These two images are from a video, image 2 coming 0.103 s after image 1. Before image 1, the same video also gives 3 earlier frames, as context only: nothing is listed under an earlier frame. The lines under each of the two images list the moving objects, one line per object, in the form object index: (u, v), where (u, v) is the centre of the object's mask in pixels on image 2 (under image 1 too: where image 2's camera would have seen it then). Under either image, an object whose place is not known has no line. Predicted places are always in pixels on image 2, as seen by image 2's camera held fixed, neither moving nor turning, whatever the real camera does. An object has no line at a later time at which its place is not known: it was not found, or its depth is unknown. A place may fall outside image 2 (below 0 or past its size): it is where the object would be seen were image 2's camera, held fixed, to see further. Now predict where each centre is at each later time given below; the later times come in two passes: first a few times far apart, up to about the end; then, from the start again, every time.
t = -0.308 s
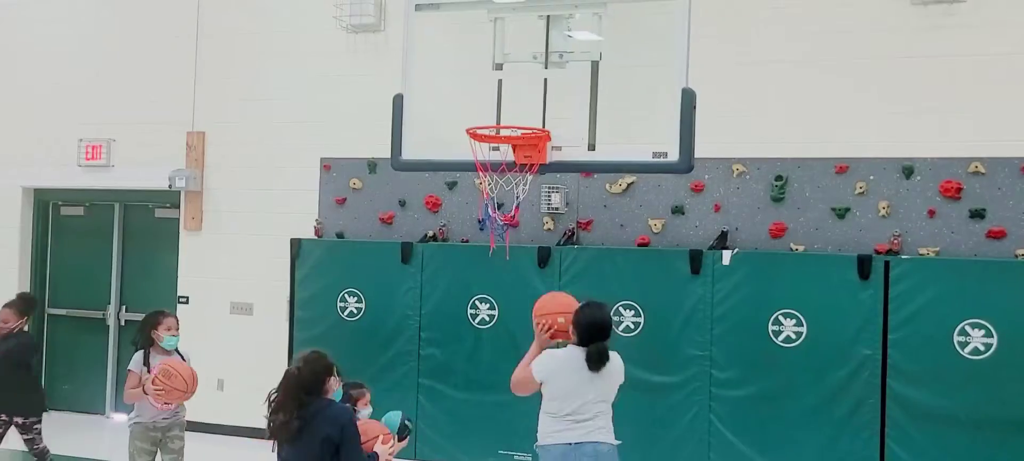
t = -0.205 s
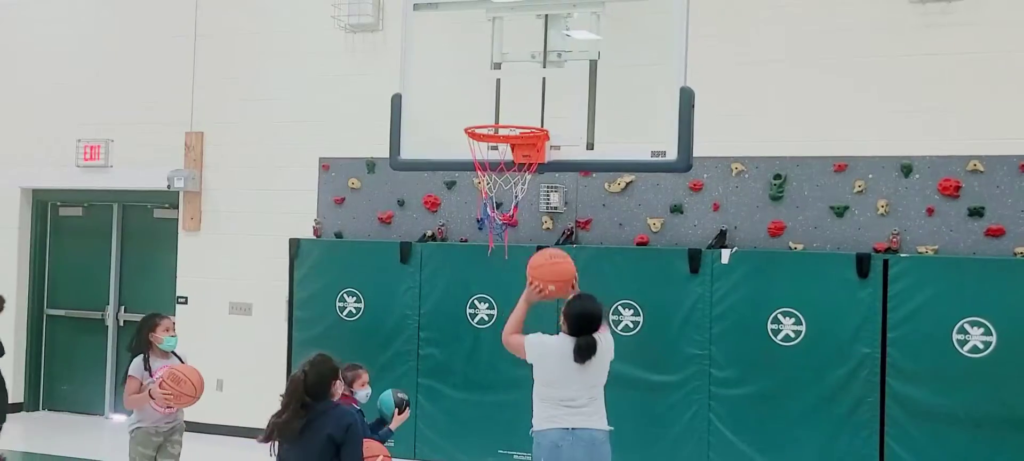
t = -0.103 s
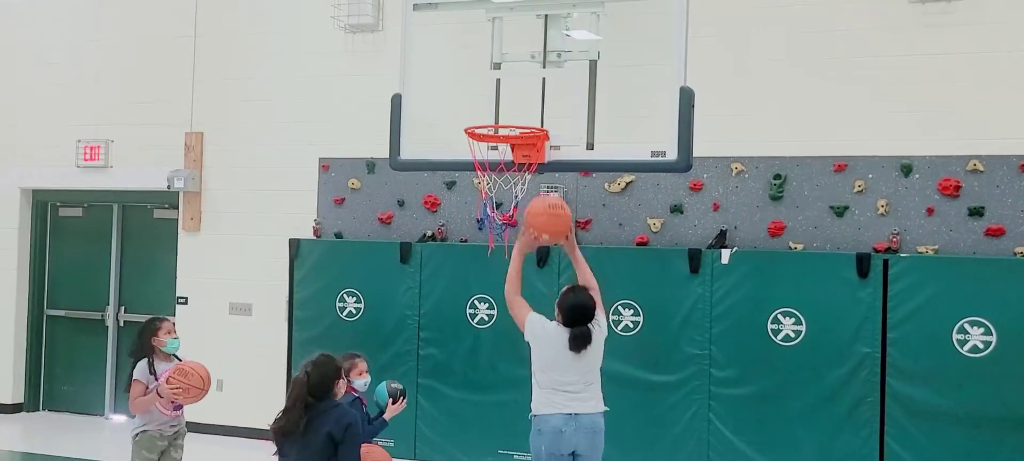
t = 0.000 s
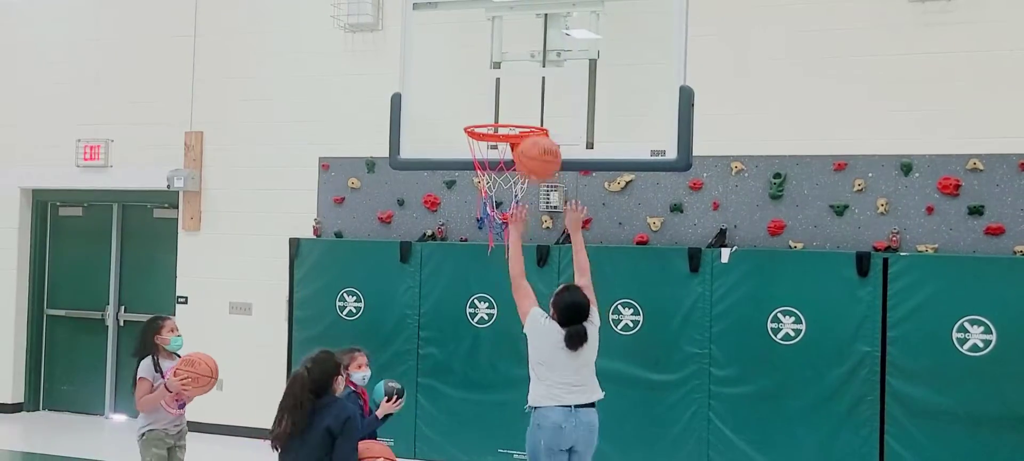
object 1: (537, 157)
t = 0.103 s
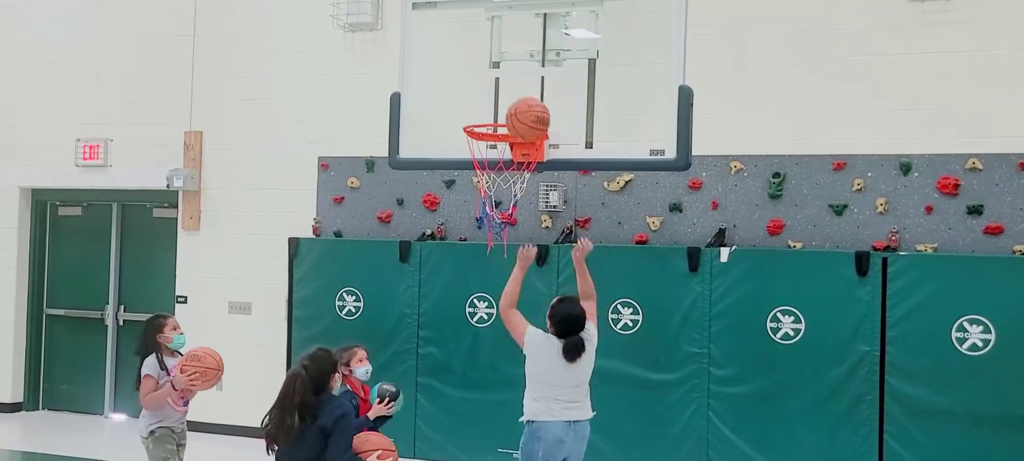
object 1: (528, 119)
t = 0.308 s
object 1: (511, 95)
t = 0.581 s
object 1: (509, 114)
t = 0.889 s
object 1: (501, 136)
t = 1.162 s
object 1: (524, 197)
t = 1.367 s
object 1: (511, 228)
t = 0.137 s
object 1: (524, 111)
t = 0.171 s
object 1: (521, 105)
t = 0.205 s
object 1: (518, 99)
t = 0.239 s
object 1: (516, 96)
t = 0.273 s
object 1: (514, 94)
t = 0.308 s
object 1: (511, 95)
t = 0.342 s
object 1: (509, 97)
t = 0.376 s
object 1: (506, 101)
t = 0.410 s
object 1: (504, 106)
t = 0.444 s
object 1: (501, 114)
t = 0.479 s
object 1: (500, 121)
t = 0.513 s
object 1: (503, 118)
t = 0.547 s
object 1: (506, 115)
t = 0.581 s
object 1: (509, 114)
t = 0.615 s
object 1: (511, 115)
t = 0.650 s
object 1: (513, 115)
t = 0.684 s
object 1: (511, 110)
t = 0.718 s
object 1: (508, 110)
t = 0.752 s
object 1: (502, 116)
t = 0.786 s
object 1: (499, 120)
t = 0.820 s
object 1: (495, 127)
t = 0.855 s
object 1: (497, 131)
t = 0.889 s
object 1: (501, 136)
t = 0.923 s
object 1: (505, 141)
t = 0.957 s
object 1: (509, 149)
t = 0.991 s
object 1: (513, 157)
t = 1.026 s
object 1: (517, 164)
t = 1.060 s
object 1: (519, 181)
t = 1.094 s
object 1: (523, 194)
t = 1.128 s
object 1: (524, 201)
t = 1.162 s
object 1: (524, 197)
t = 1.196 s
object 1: (523, 197)
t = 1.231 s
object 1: (522, 198)
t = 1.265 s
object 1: (521, 200)
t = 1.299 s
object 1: (515, 208)
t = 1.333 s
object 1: (512, 215)
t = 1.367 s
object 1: (511, 228)
